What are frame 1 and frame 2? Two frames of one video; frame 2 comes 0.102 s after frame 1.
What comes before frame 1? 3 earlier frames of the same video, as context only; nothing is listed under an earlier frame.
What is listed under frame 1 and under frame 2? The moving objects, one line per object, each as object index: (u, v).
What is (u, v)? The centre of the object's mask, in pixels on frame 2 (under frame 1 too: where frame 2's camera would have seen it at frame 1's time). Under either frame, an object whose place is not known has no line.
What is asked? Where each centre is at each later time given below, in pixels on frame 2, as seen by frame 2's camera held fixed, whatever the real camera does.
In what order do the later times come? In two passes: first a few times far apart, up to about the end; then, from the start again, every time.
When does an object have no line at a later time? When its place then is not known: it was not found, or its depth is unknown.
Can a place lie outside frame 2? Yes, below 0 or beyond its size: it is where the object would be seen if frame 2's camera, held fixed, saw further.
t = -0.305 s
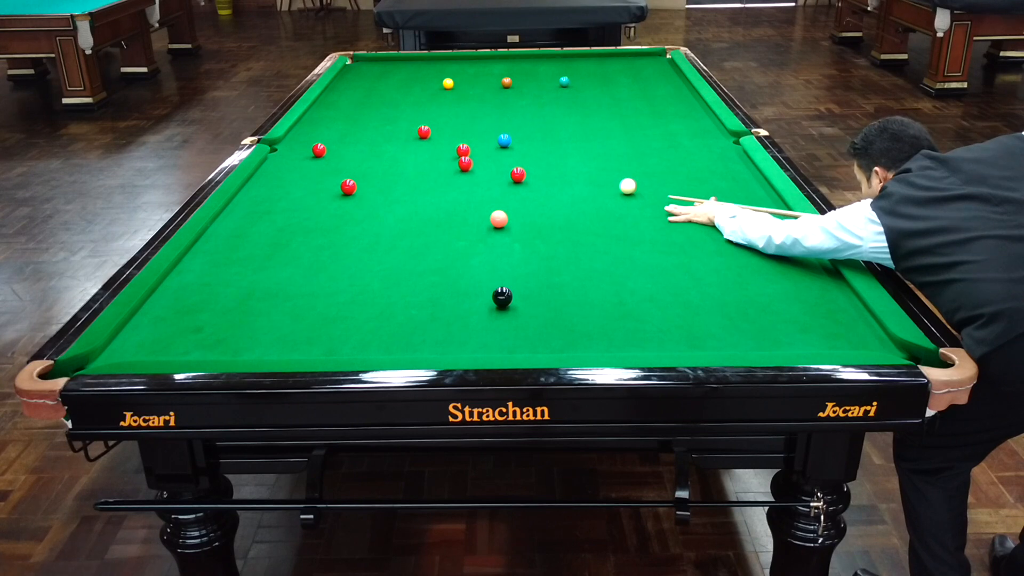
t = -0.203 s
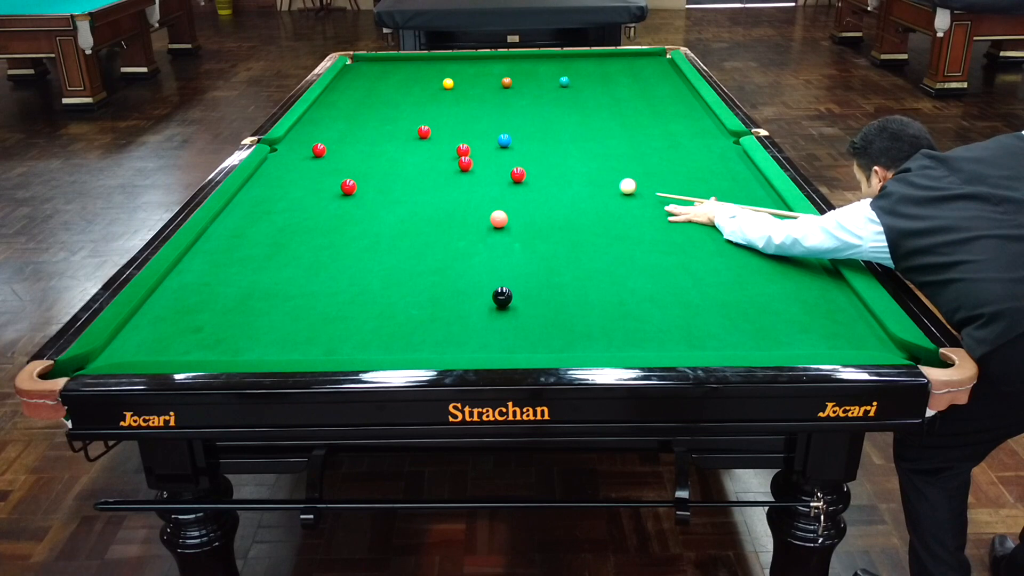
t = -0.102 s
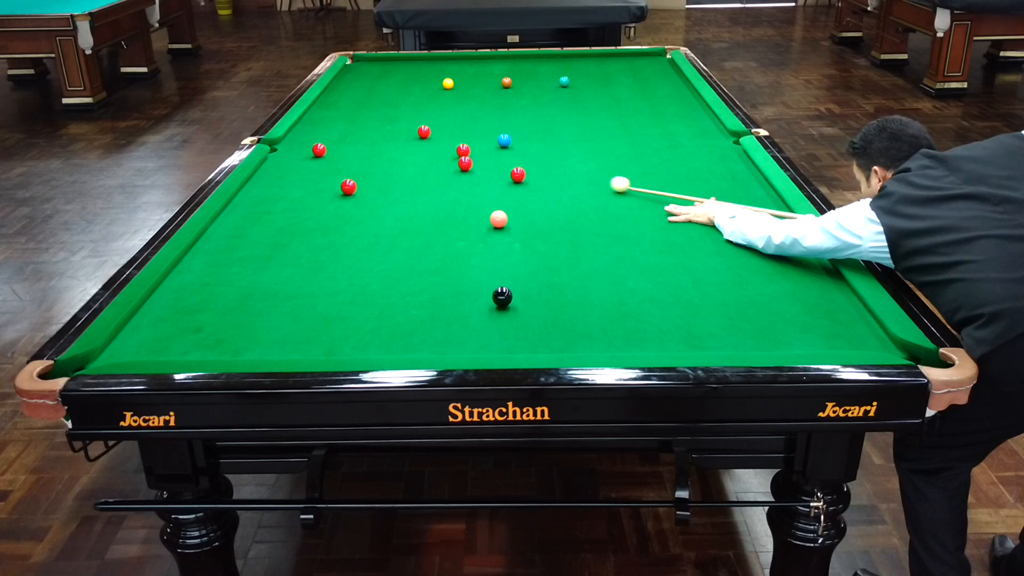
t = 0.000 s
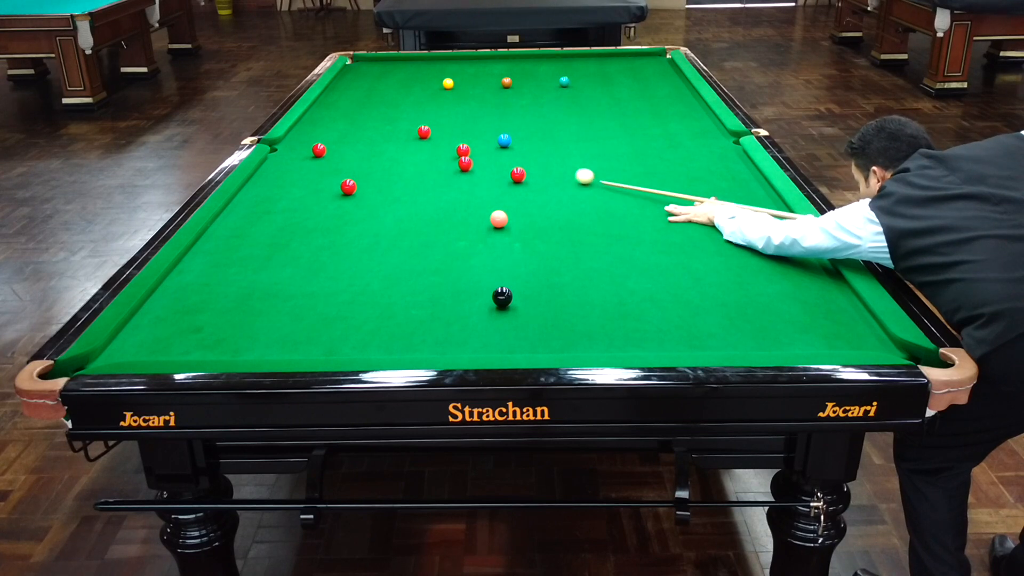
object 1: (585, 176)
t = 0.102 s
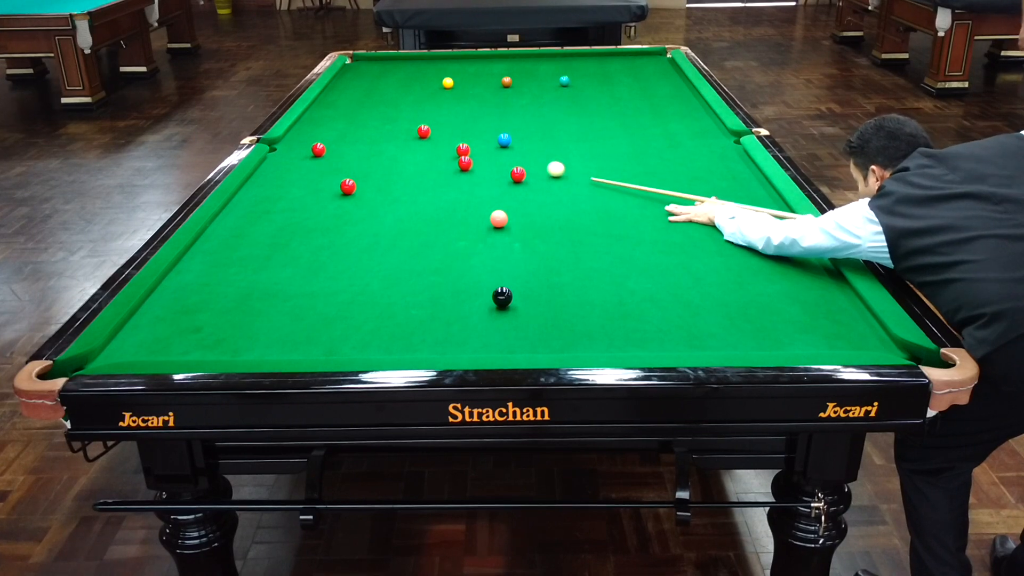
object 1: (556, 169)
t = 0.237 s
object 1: (527, 162)
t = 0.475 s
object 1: (487, 153)
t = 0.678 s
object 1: (476, 146)
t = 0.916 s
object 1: (472, 140)
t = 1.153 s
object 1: (469, 134)
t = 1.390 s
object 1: (466, 129)
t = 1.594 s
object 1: (464, 125)
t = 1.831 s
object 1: (461, 120)
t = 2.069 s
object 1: (459, 117)
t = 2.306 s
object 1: (457, 114)
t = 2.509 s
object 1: (455, 111)
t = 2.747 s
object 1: (453, 109)
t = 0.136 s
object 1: (547, 167)
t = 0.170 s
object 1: (540, 165)
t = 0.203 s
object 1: (533, 164)
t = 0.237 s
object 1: (527, 162)
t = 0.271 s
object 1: (521, 161)
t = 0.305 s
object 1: (515, 159)
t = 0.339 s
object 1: (509, 158)
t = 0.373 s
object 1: (504, 157)
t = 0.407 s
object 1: (498, 156)
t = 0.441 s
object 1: (493, 154)
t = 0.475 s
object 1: (487, 153)
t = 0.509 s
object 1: (482, 152)
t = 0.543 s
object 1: (477, 151)
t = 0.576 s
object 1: (477, 149)
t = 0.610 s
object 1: (477, 148)
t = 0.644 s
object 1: (476, 147)
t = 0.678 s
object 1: (476, 146)
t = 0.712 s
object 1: (475, 145)
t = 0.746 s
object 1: (475, 144)
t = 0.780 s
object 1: (474, 143)
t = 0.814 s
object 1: (474, 143)
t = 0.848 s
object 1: (473, 142)
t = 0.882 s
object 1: (473, 141)
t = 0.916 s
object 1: (472, 140)
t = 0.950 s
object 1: (472, 139)
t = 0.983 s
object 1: (471, 138)
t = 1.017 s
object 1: (471, 137)
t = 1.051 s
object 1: (470, 136)
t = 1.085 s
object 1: (470, 135)
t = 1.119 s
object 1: (470, 135)
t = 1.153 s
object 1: (469, 134)
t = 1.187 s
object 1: (469, 133)
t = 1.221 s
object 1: (468, 132)
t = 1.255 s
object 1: (468, 131)
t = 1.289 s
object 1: (467, 131)
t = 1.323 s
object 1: (467, 130)
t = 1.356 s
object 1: (467, 129)
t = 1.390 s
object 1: (466, 129)
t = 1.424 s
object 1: (466, 128)
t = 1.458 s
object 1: (465, 127)
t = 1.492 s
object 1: (465, 126)
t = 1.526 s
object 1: (465, 126)
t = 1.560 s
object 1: (464, 125)
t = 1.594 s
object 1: (464, 125)
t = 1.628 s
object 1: (464, 124)
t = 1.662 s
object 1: (463, 123)
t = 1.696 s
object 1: (463, 123)
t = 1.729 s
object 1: (462, 122)
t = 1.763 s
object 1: (462, 122)
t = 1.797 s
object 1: (462, 121)
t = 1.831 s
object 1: (461, 120)
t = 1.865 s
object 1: (461, 120)
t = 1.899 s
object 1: (461, 119)
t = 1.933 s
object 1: (460, 119)
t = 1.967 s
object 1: (460, 118)
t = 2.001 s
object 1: (460, 118)
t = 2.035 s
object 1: (459, 117)
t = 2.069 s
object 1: (459, 117)
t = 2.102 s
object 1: (459, 116)
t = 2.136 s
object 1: (459, 116)
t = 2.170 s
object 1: (458, 115)
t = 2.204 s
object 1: (458, 115)
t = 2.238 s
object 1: (457, 114)
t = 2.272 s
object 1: (457, 114)
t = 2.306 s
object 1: (457, 114)
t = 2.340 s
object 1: (457, 113)
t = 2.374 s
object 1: (456, 113)
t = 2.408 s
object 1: (456, 113)
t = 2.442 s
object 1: (456, 112)
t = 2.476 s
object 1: (455, 112)
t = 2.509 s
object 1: (455, 111)
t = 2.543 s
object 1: (455, 111)
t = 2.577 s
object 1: (455, 111)
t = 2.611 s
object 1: (454, 110)
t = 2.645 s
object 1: (454, 110)
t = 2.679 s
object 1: (454, 109)
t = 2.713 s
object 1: (454, 109)
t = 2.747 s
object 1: (453, 109)
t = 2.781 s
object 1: (453, 109)
